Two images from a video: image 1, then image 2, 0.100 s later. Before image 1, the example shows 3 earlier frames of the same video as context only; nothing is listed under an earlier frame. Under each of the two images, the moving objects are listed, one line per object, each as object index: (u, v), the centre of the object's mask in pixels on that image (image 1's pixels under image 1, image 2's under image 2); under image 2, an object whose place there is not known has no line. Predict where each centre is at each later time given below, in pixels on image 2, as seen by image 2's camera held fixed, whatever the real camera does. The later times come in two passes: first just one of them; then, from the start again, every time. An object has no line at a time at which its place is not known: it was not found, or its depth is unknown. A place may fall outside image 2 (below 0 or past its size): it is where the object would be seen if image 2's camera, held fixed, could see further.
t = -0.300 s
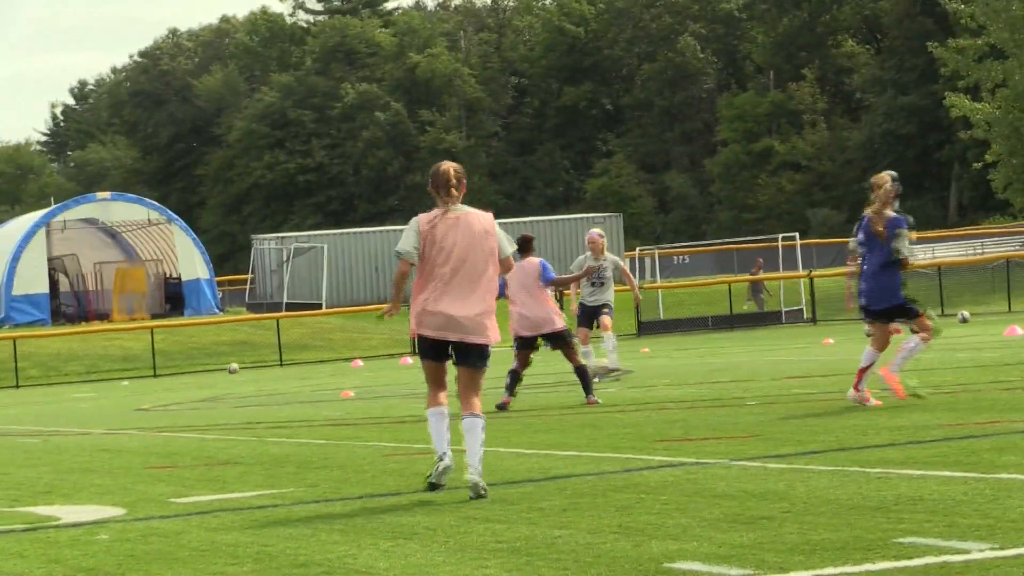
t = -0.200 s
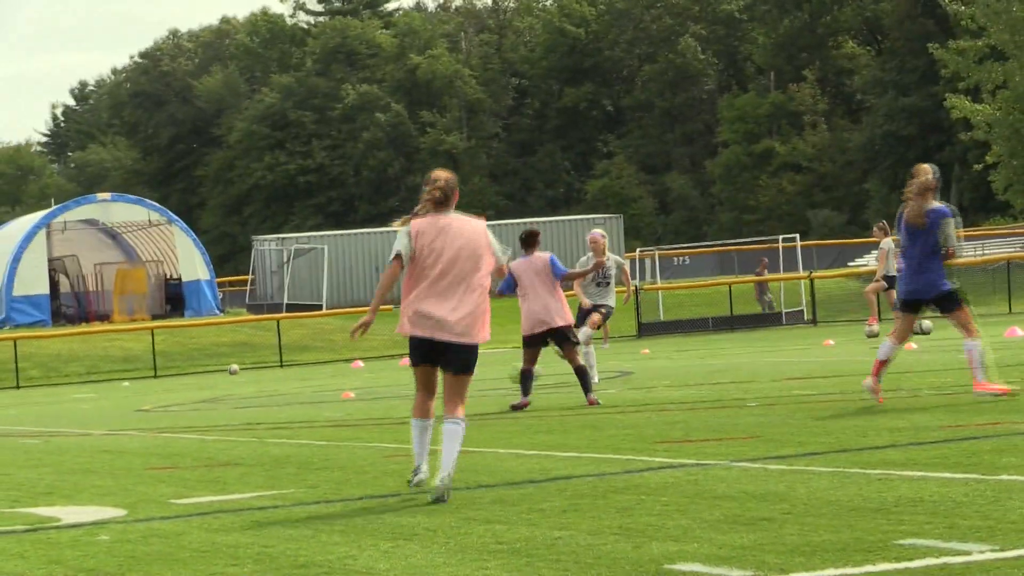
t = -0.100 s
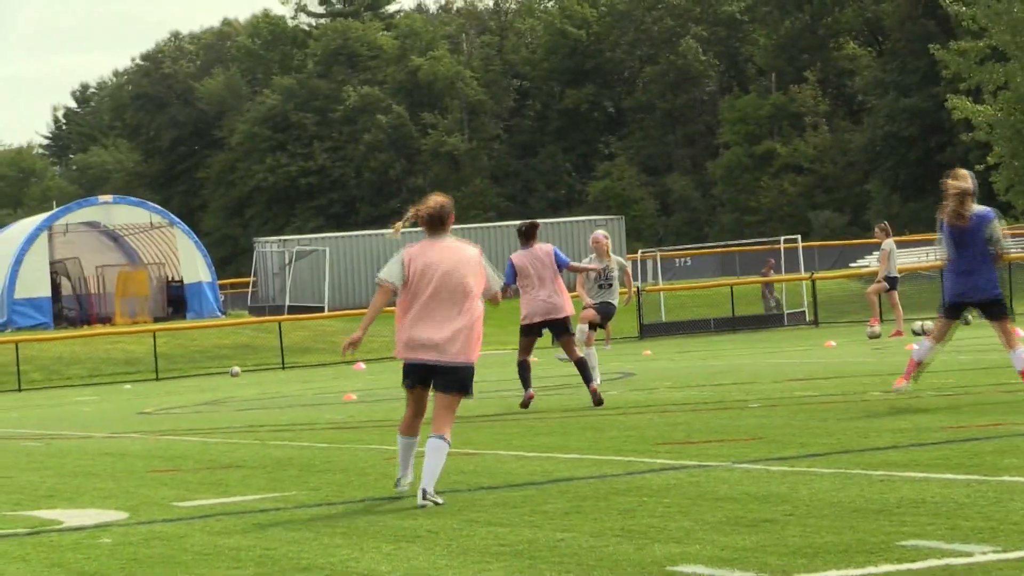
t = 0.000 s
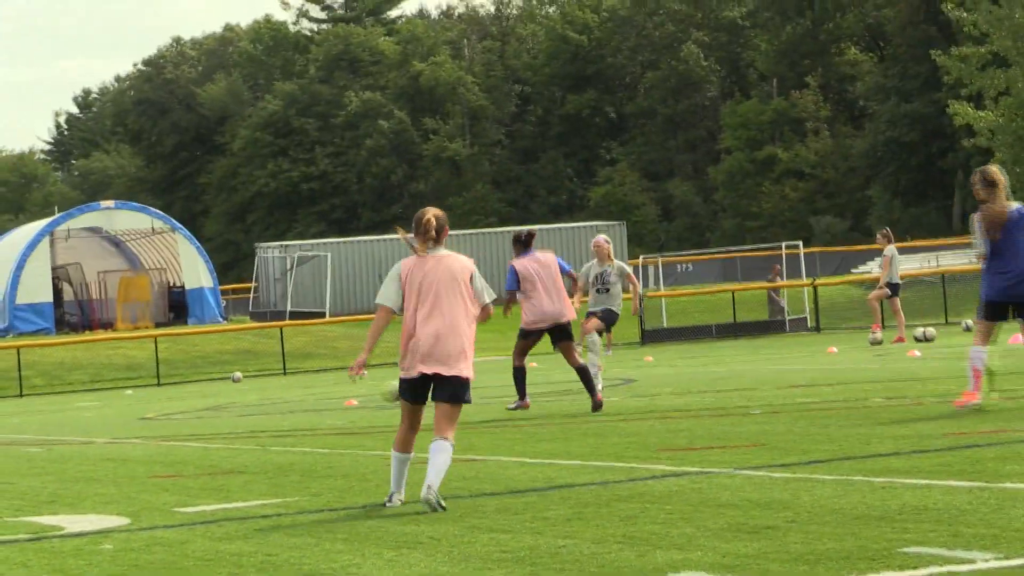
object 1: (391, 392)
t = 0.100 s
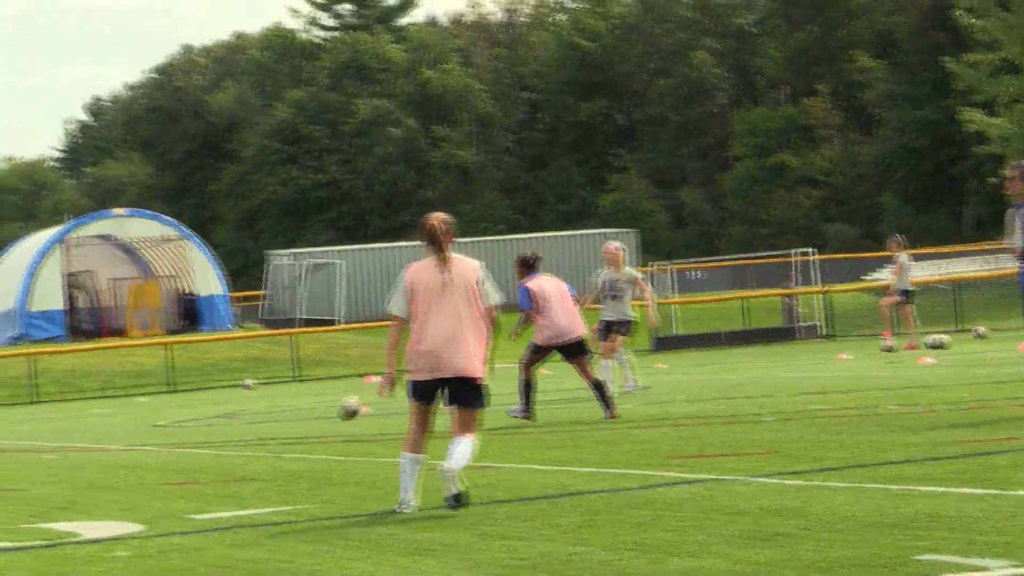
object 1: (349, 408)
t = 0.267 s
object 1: (257, 404)
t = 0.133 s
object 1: (330, 410)
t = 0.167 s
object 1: (312, 407)
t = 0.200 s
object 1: (293, 404)
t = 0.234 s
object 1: (274, 404)
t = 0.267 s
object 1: (257, 404)
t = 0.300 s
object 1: (238, 406)
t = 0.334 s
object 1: (219, 408)
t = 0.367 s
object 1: (200, 413)
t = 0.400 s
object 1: (182, 419)
